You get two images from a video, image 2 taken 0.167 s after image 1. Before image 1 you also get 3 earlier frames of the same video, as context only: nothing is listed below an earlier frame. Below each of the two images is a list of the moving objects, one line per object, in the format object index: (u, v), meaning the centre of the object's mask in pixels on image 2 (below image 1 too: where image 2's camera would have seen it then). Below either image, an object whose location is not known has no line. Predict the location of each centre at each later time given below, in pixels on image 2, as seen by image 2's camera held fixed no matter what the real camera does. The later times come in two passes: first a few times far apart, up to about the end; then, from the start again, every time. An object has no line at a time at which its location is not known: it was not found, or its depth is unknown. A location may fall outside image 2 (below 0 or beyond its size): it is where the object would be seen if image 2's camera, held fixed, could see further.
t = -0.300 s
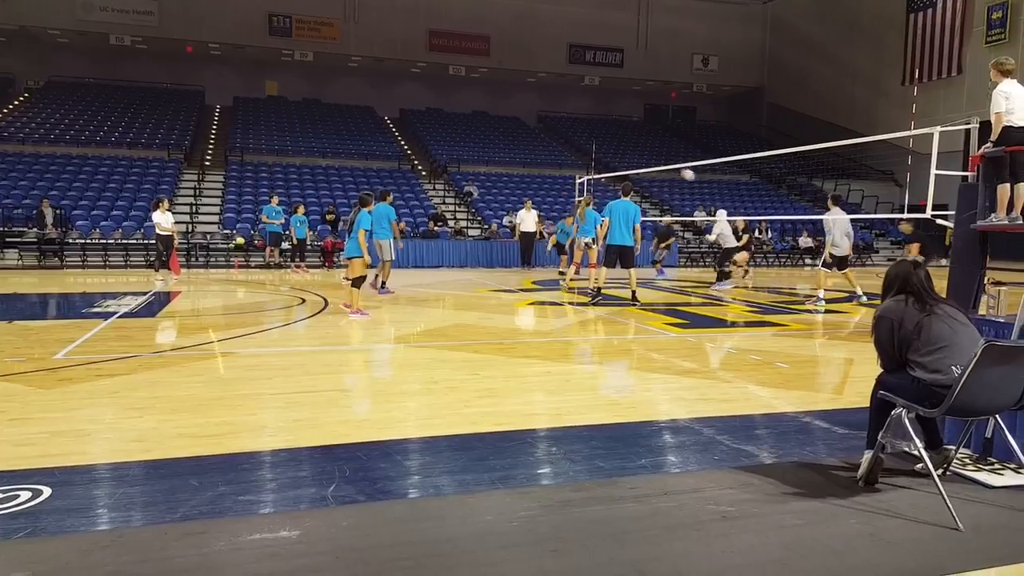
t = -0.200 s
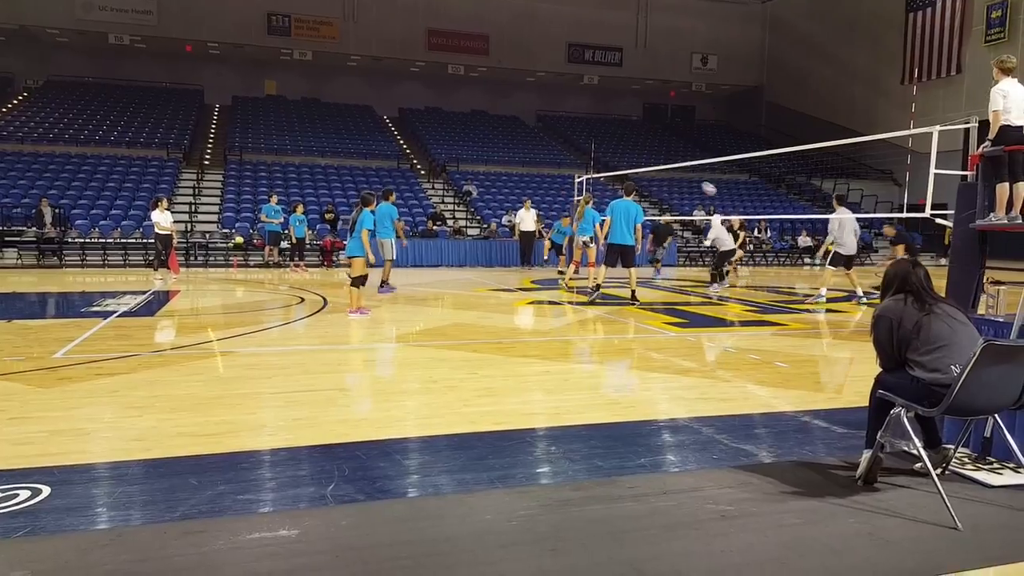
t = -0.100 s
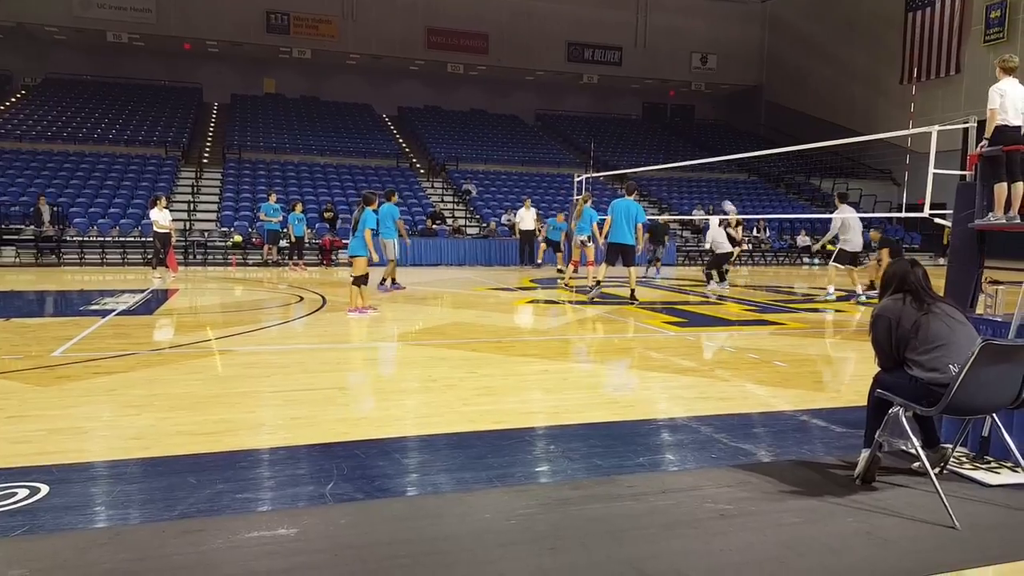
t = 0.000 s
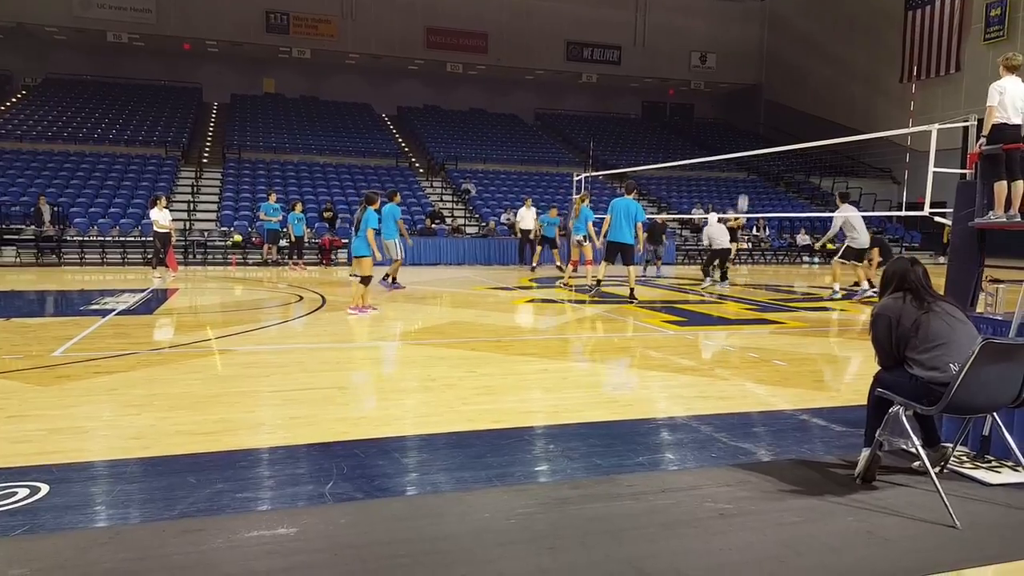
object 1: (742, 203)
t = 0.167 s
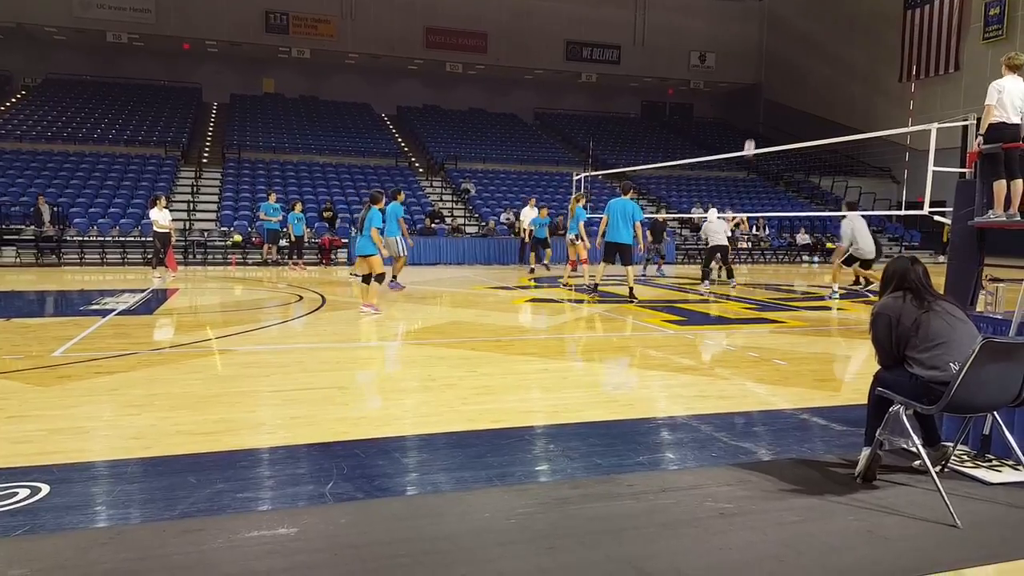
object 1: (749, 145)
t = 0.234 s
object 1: (752, 129)
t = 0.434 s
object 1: (759, 86)
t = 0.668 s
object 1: (766, 59)
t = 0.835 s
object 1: (770, 55)
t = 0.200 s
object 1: (751, 138)
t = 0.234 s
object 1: (752, 129)
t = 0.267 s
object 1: (753, 121)
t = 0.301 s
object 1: (755, 113)
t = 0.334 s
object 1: (756, 105)
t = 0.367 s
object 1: (757, 98)
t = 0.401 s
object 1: (758, 92)
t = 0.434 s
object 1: (759, 86)
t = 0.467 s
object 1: (760, 80)
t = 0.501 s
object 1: (761, 75)
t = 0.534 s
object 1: (762, 71)
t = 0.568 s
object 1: (763, 67)
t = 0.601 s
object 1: (764, 63)
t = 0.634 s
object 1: (765, 60)
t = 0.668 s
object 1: (766, 59)
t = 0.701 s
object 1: (766, 57)
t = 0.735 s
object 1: (767, 55)
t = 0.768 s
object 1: (768, 55)
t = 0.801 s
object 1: (769, 55)
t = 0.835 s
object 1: (770, 55)
